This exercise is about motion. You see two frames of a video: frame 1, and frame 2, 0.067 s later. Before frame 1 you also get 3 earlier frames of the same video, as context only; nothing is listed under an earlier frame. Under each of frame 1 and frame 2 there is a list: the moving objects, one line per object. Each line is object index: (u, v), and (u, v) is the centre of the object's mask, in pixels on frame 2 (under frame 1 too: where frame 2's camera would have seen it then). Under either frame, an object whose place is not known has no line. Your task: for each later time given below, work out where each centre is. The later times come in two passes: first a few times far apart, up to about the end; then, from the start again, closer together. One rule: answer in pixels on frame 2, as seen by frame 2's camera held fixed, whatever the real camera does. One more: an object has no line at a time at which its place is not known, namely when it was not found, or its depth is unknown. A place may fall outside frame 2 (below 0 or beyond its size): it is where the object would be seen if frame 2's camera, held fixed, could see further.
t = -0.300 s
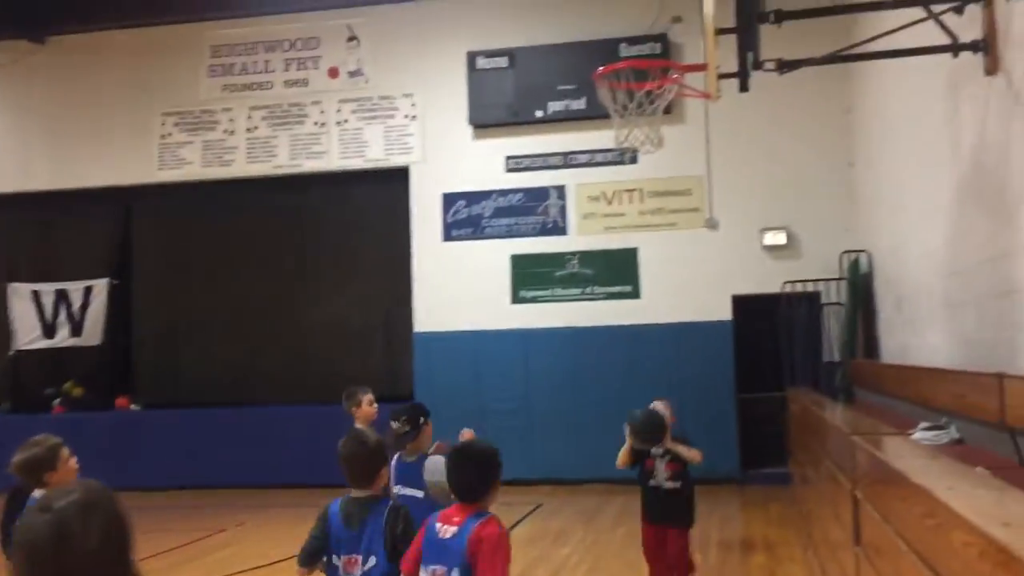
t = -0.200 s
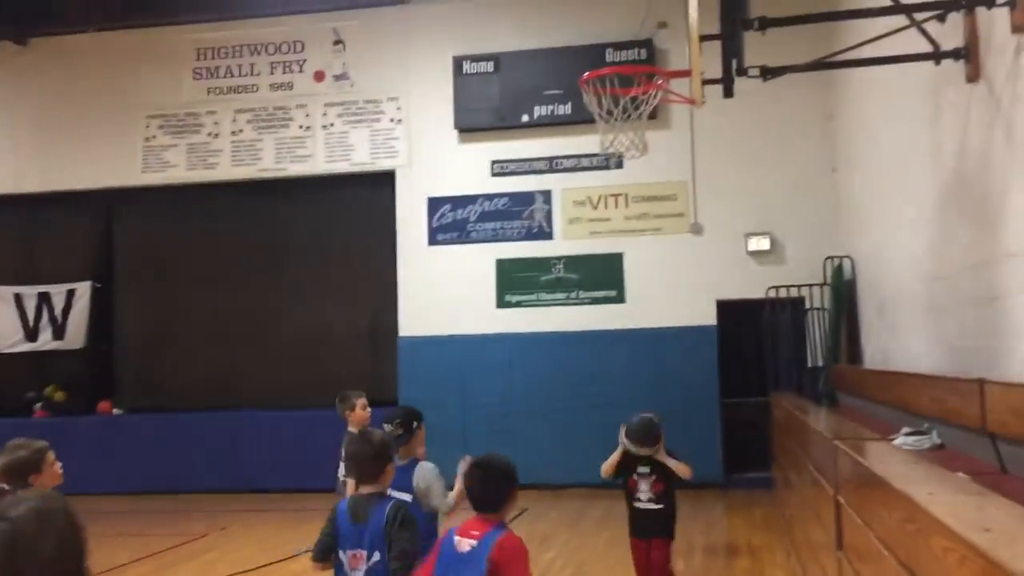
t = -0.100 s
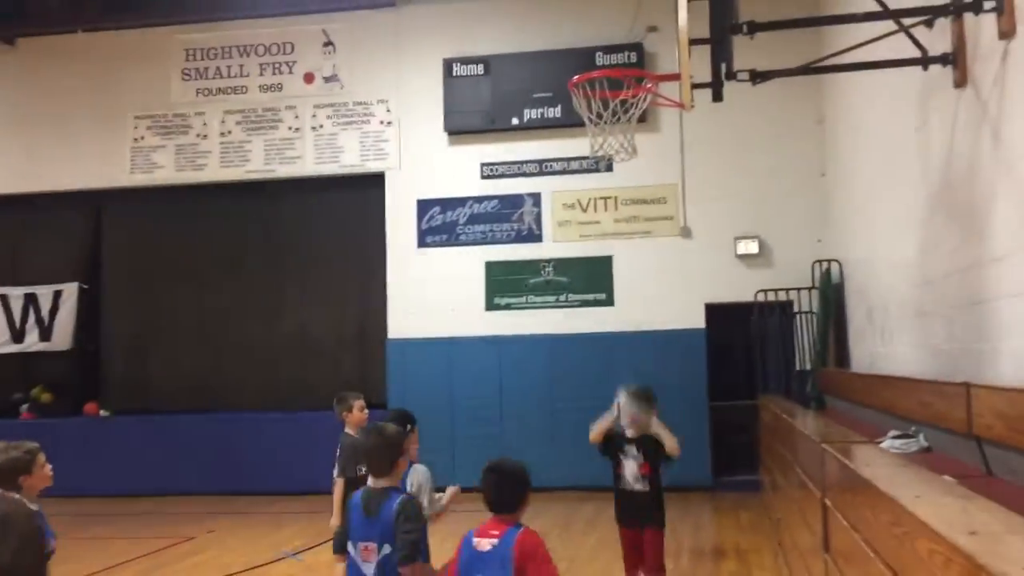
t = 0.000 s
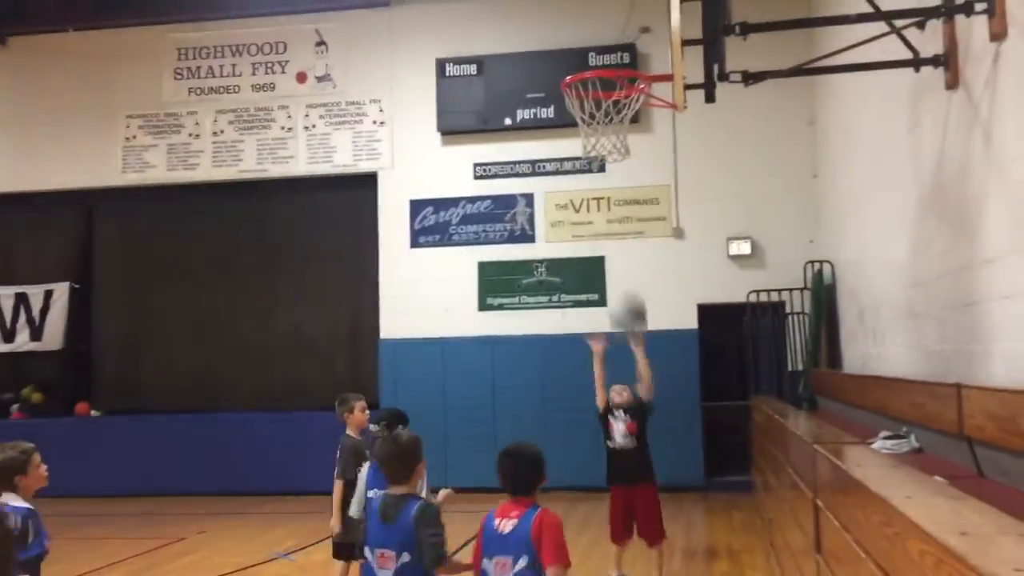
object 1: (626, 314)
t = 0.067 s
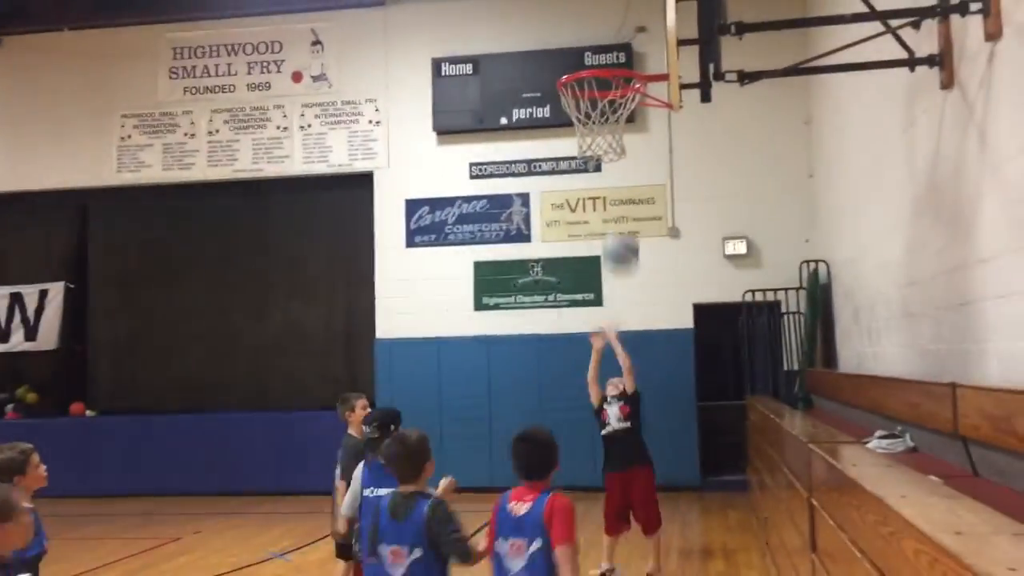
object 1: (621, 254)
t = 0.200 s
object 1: (613, 144)
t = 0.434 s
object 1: (601, 21)
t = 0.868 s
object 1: (589, 23)
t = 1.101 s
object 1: (590, 33)
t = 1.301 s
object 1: (598, 13)
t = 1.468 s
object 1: (606, 49)
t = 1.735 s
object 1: (601, 157)
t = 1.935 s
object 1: (597, 294)
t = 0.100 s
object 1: (619, 221)
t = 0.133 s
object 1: (619, 194)
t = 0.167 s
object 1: (614, 168)
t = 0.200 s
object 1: (613, 144)
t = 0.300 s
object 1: (605, 70)
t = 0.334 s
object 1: (605, 57)
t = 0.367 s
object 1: (604, 45)
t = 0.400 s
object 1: (603, 30)
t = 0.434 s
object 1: (601, 21)
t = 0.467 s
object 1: (600, 10)
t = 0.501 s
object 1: (598, 4)
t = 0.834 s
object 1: (589, 12)
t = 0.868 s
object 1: (589, 23)
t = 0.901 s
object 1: (588, 37)
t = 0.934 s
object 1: (586, 52)
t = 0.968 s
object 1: (580, 63)
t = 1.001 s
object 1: (581, 63)
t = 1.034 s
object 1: (589, 53)
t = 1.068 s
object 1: (589, 43)
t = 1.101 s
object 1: (590, 33)
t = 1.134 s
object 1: (592, 25)
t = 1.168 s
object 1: (593, 20)
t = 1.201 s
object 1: (594, 15)
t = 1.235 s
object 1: (595, 13)
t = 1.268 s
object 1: (596, 12)
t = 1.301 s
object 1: (598, 13)
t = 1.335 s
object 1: (600, 17)
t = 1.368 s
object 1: (601, 23)
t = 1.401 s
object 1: (604, 29)
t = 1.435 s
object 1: (605, 36)
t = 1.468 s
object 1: (606, 49)
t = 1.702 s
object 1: (603, 148)
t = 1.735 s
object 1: (601, 157)
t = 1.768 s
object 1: (601, 181)
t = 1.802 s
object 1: (601, 202)
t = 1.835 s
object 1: (600, 221)
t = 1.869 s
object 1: (599, 243)
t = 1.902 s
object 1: (599, 267)
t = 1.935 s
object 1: (597, 294)
